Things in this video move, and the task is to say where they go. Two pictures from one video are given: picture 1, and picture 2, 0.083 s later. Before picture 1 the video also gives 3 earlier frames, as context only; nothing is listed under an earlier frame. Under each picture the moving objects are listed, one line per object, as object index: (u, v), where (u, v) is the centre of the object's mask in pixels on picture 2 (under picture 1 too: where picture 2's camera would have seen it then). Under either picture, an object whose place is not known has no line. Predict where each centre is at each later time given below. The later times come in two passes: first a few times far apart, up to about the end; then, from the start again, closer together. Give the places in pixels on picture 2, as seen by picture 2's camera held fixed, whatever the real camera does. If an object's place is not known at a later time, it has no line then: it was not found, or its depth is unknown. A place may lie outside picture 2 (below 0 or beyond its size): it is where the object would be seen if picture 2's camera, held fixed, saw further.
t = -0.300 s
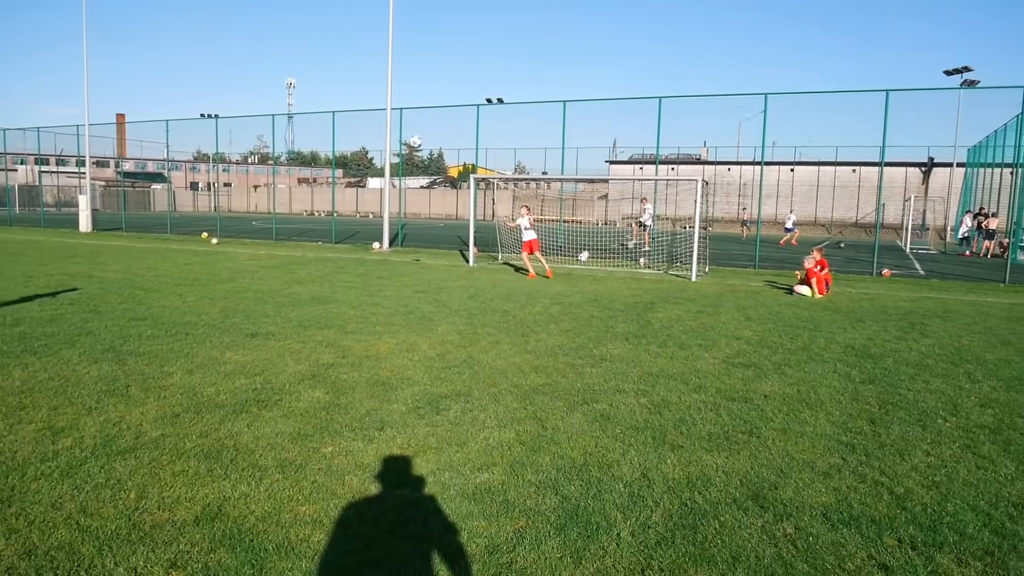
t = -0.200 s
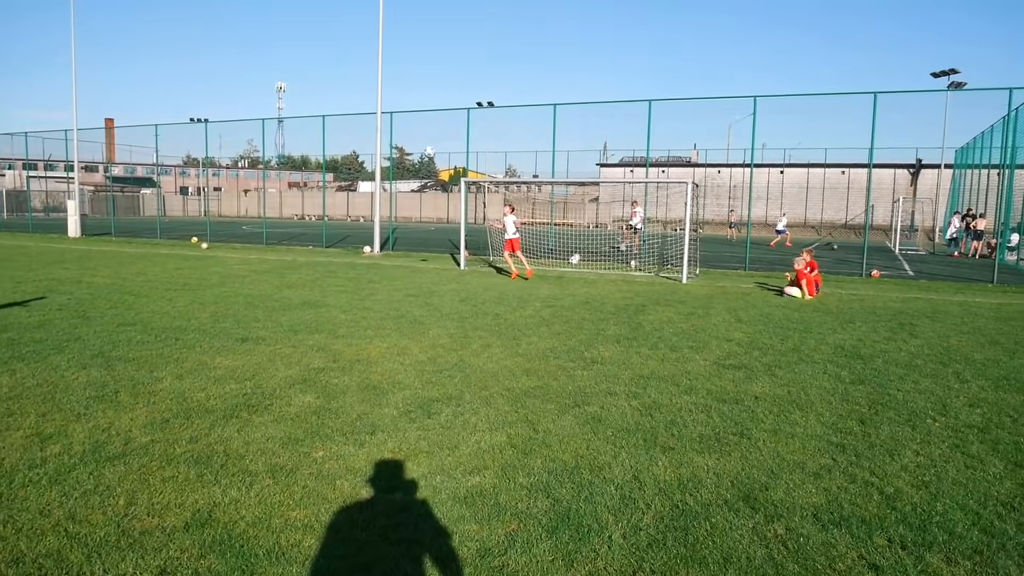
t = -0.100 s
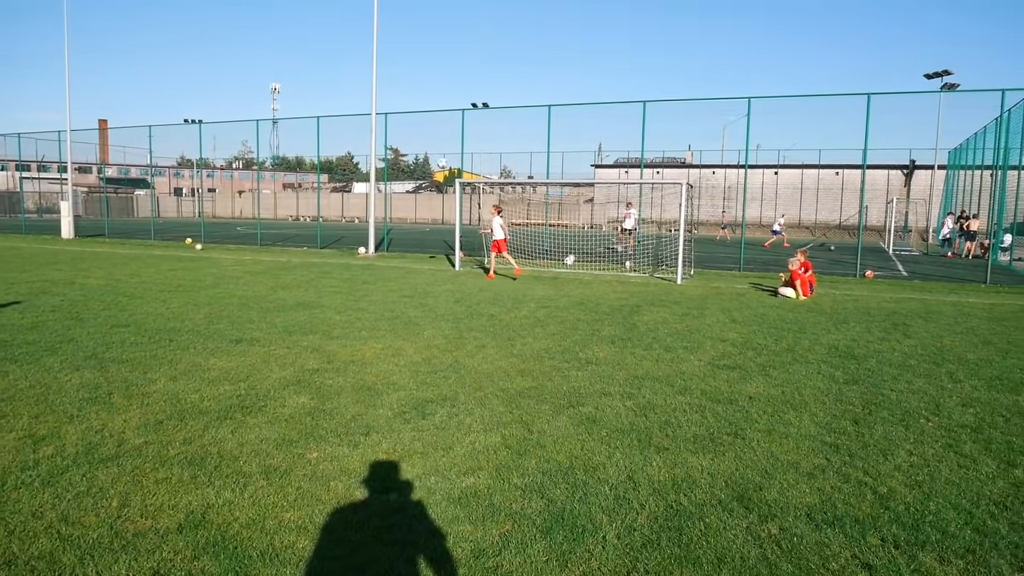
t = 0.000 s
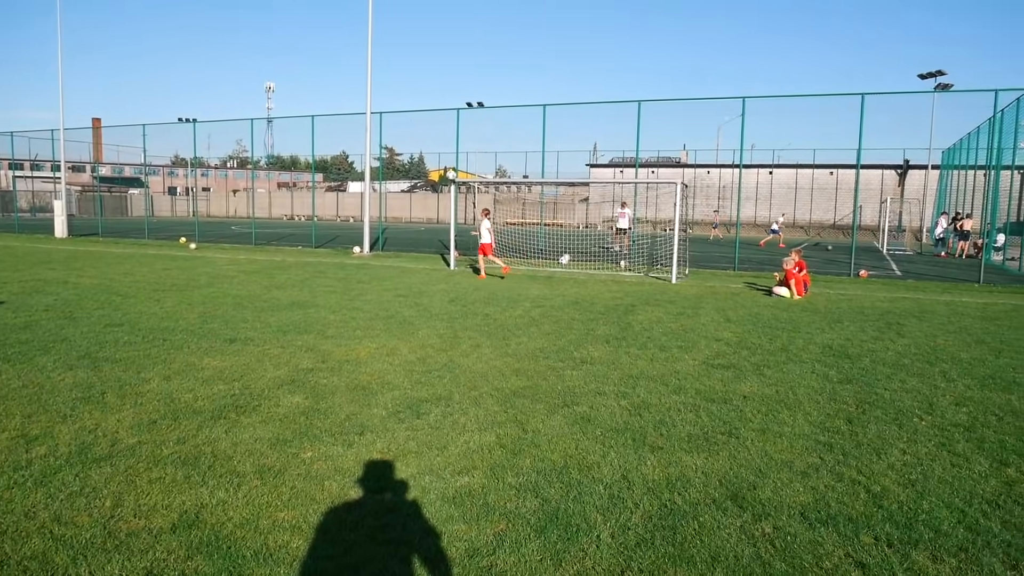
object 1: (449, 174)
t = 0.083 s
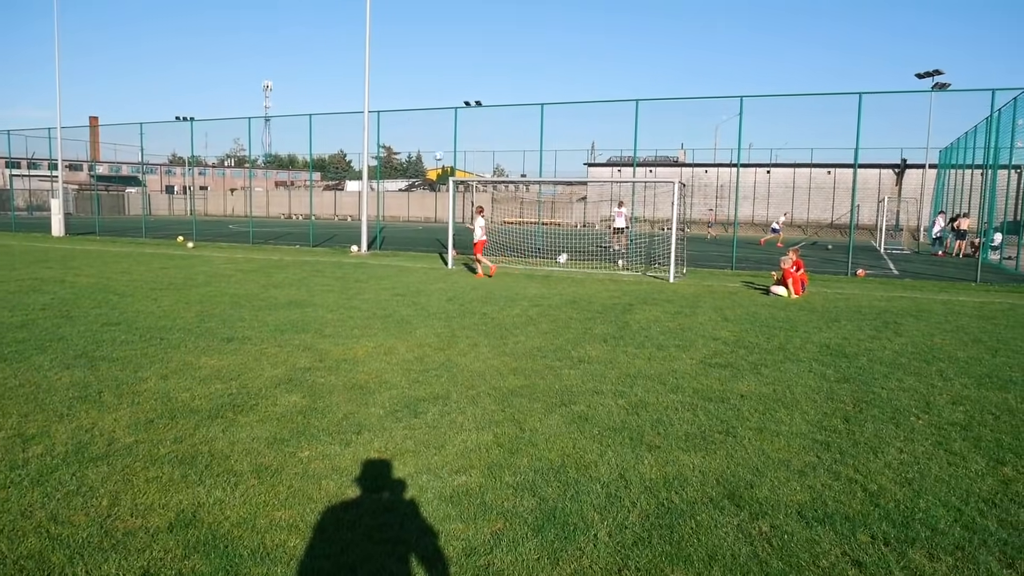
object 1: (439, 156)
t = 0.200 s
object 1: (413, 119)
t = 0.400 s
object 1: (366, 66)
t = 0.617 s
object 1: (312, 33)
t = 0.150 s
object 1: (424, 134)
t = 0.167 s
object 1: (421, 130)
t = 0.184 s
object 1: (417, 124)
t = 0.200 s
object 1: (413, 119)
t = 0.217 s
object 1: (409, 114)
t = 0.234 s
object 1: (405, 109)
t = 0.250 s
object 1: (401, 105)
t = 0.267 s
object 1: (398, 100)
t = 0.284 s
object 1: (393, 95)
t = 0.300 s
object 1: (389, 91)
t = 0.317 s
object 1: (385, 86)
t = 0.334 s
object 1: (382, 82)
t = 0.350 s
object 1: (377, 77)
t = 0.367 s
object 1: (374, 73)
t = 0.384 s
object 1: (370, 69)
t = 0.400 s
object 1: (366, 66)
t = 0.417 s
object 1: (361, 63)
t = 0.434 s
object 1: (358, 61)
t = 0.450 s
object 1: (354, 57)
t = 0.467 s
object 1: (349, 54)
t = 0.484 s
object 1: (345, 51)
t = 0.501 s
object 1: (342, 49)
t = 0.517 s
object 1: (338, 47)
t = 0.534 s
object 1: (334, 45)
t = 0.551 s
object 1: (329, 42)
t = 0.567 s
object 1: (324, 40)
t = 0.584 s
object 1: (321, 37)
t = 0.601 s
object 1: (316, 35)
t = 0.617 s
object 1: (312, 33)
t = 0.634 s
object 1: (308, 31)
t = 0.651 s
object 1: (303, 29)
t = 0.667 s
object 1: (299, 27)
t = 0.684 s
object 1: (295, 26)
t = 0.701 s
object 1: (291, 24)
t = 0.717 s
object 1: (286, 22)
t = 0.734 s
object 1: (282, 22)
